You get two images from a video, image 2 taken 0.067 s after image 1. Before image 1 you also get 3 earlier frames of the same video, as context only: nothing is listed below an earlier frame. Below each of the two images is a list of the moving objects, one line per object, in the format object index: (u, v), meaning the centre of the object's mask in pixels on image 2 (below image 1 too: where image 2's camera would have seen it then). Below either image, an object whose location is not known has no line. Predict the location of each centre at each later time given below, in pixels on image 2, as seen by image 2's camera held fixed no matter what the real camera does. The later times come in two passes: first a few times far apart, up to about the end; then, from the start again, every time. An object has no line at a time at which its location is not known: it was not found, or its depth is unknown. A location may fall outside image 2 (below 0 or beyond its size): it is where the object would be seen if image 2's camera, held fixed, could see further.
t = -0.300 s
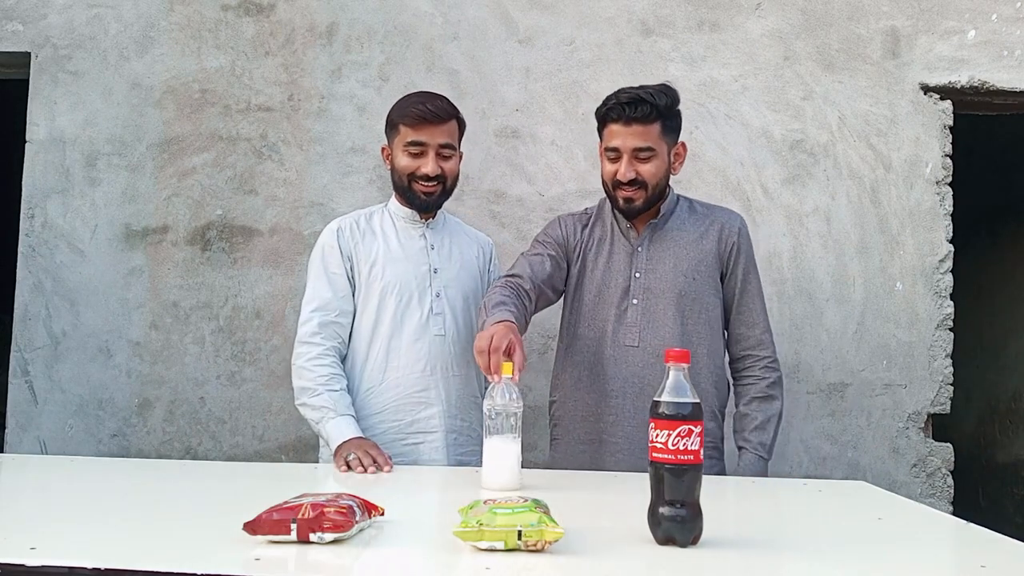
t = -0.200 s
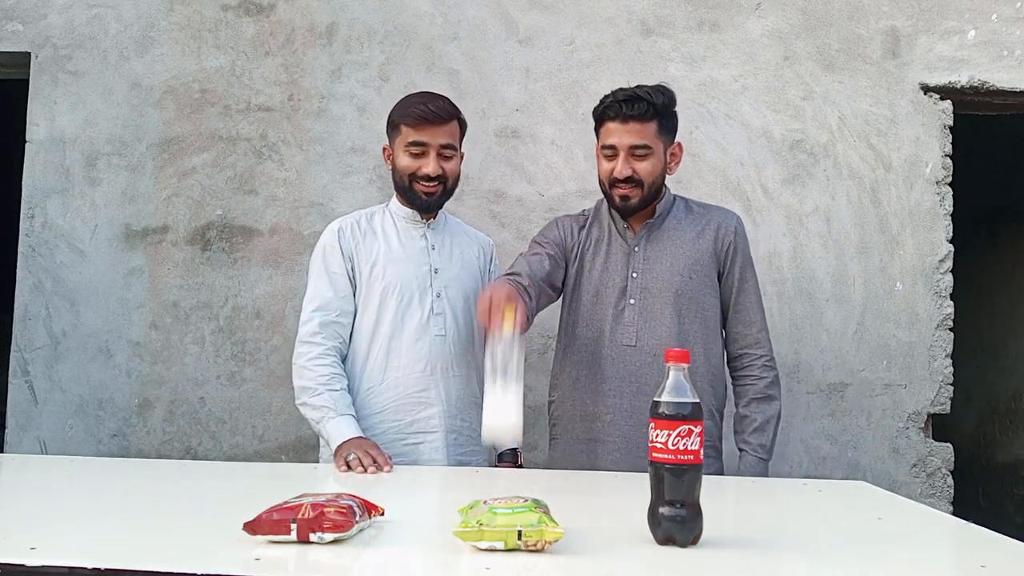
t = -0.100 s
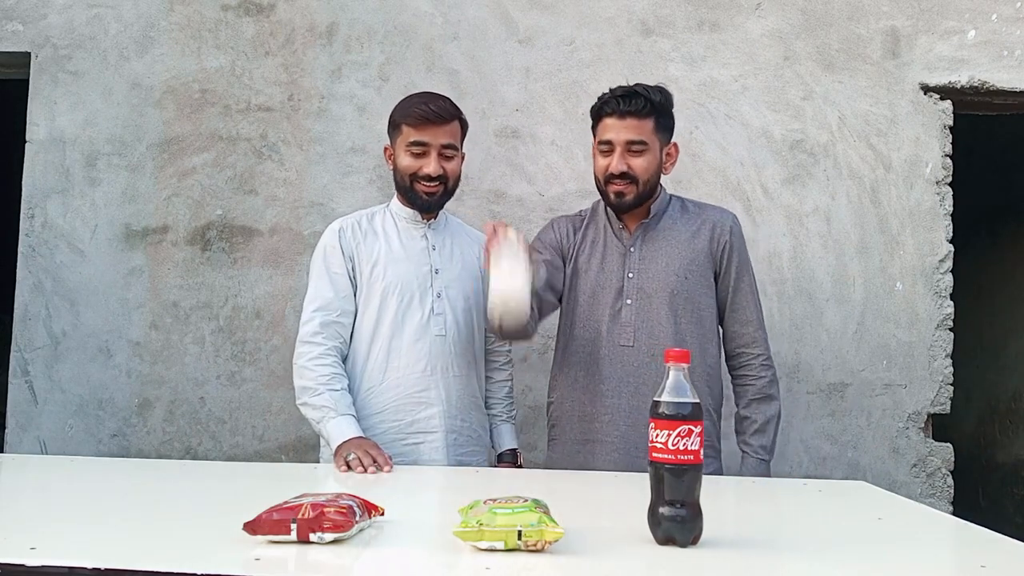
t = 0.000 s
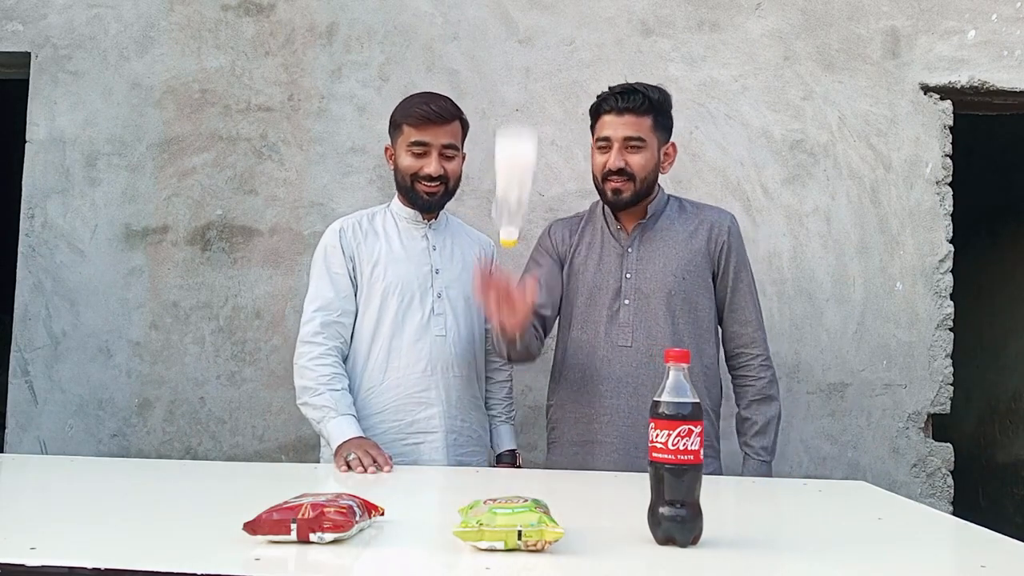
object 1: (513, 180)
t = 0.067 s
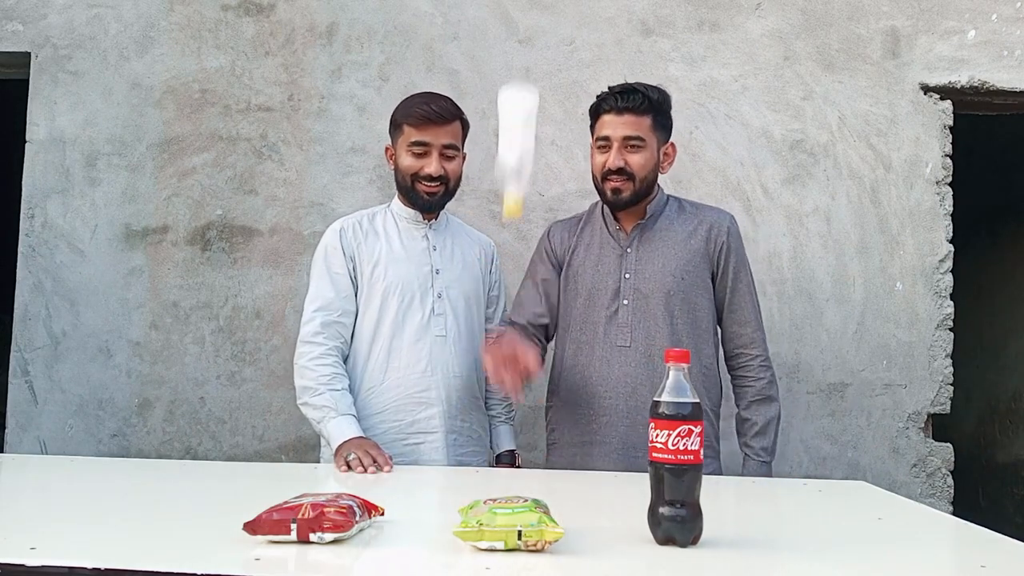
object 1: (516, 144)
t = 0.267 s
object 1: (521, 154)
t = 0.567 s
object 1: (511, 435)
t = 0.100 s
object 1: (517, 128)
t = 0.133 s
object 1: (519, 115)
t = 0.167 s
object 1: (520, 109)
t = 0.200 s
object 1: (520, 119)
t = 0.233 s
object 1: (521, 133)
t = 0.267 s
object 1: (521, 154)
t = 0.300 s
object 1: (521, 184)
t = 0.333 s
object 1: (520, 224)
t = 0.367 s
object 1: (520, 264)
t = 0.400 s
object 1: (520, 322)
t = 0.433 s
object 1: (518, 385)
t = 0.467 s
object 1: (517, 434)
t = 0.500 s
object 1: (514, 435)
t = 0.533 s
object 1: (512, 435)
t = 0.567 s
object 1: (511, 435)
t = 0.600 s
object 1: (510, 435)
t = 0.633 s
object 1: (507, 436)
